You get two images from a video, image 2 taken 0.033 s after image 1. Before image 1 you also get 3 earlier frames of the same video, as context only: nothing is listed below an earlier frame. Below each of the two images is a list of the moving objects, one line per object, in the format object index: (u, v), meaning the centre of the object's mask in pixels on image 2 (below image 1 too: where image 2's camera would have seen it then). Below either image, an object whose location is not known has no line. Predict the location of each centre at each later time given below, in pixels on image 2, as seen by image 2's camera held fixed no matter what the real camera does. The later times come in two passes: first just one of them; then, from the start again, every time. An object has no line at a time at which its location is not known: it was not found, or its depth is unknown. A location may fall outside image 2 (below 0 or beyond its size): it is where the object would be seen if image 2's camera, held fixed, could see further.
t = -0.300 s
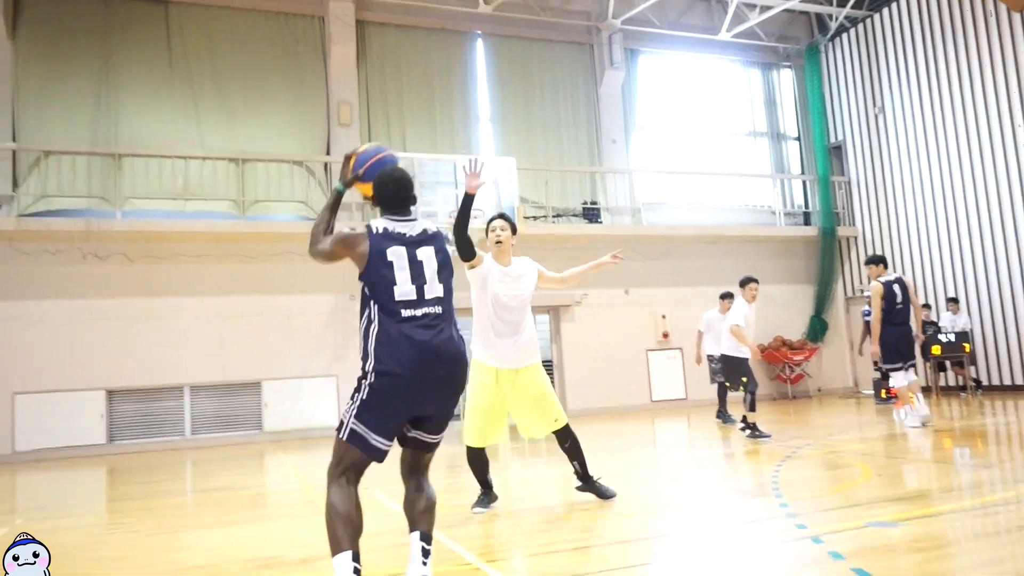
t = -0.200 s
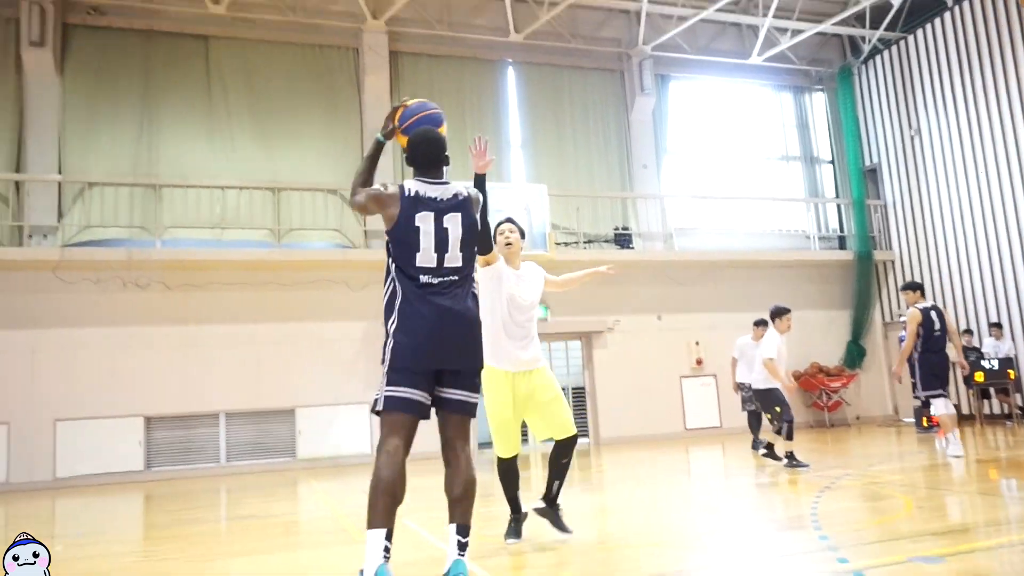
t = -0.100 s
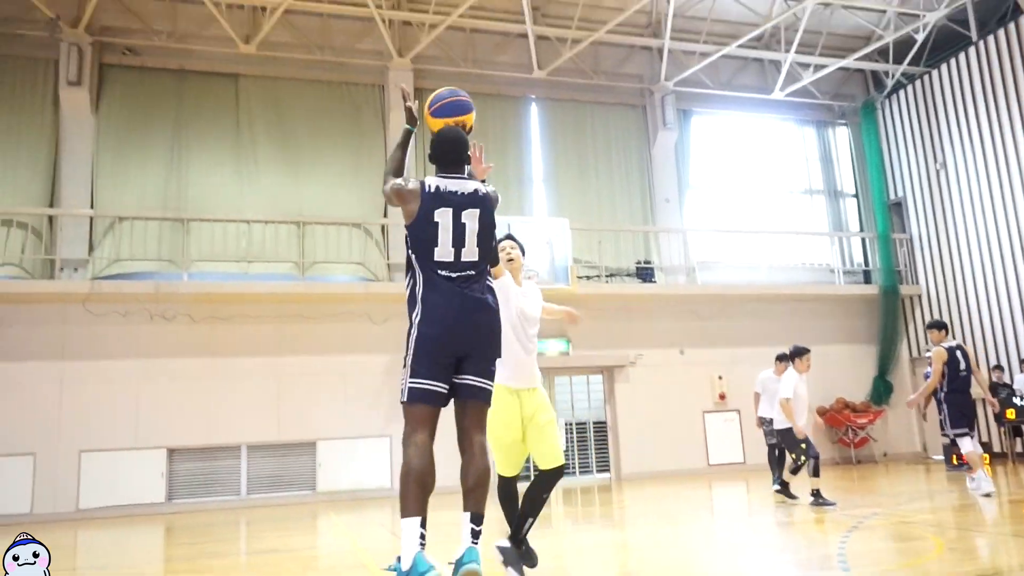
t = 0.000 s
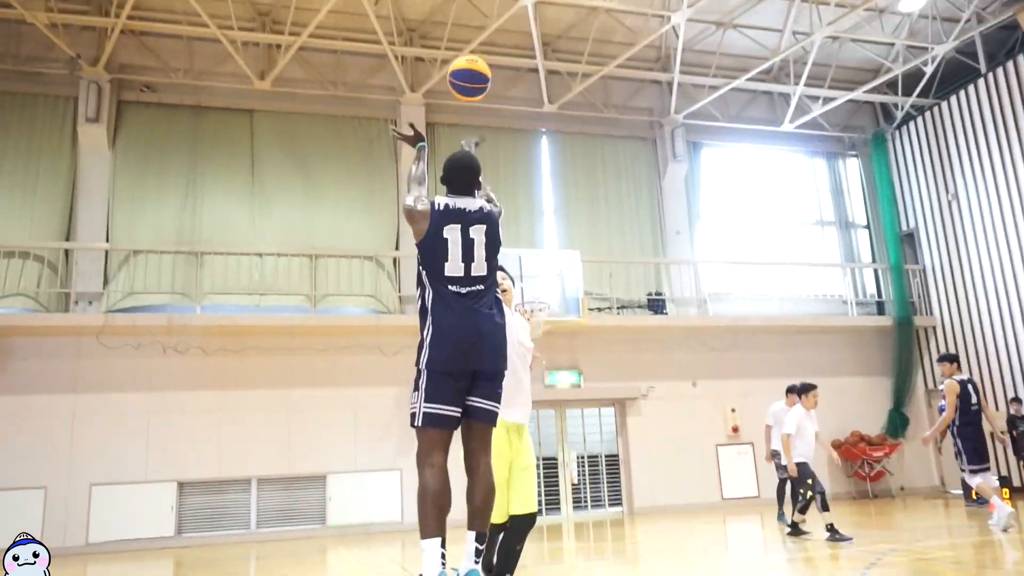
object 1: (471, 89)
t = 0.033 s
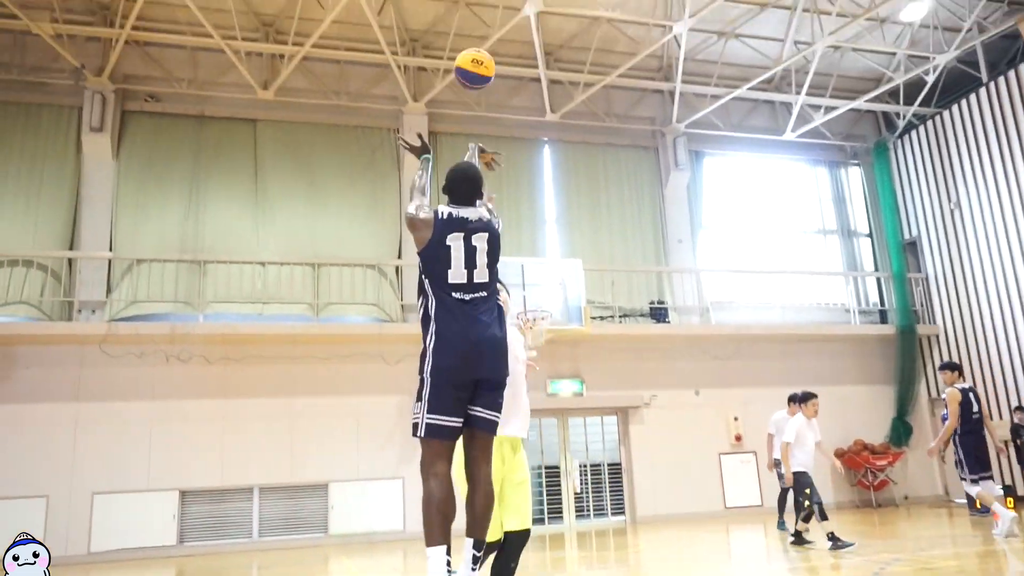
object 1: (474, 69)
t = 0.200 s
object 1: (487, 19)
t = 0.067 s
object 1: (477, 55)
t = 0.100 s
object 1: (480, 43)
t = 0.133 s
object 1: (483, 33)
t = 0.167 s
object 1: (485, 24)
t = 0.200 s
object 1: (487, 19)
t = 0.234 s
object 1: (490, 15)
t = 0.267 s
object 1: (491, 13)
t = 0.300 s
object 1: (493, 11)
